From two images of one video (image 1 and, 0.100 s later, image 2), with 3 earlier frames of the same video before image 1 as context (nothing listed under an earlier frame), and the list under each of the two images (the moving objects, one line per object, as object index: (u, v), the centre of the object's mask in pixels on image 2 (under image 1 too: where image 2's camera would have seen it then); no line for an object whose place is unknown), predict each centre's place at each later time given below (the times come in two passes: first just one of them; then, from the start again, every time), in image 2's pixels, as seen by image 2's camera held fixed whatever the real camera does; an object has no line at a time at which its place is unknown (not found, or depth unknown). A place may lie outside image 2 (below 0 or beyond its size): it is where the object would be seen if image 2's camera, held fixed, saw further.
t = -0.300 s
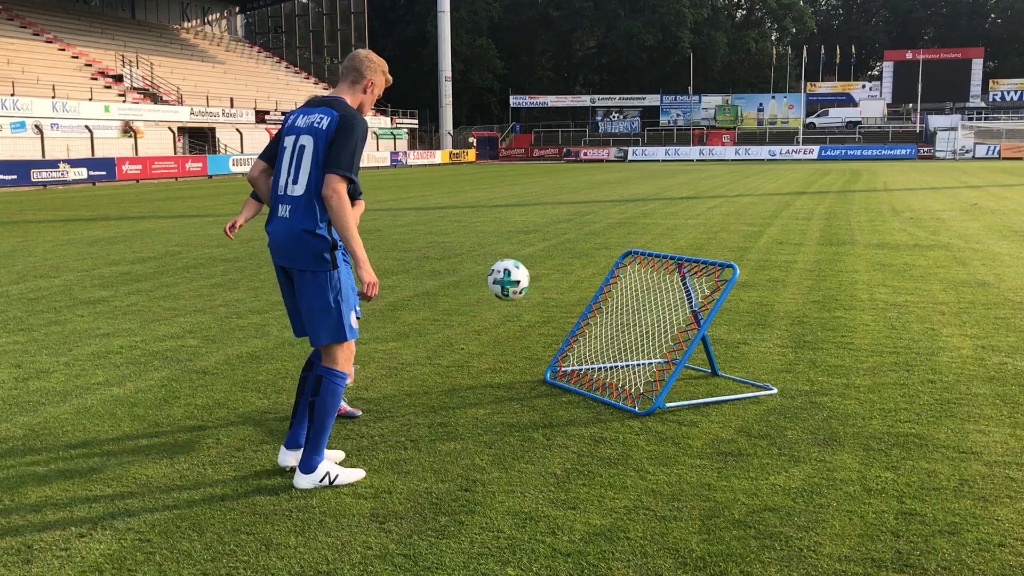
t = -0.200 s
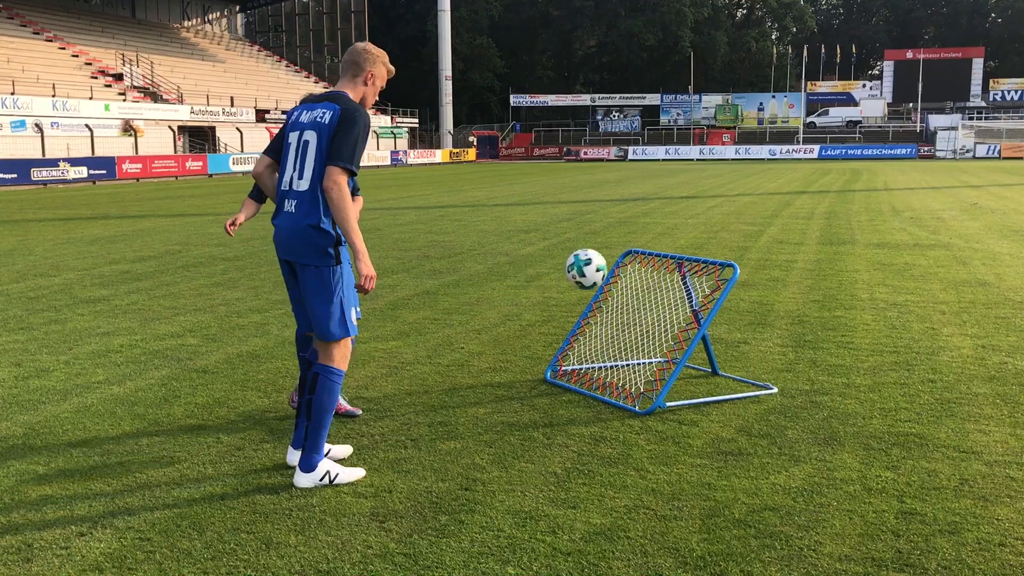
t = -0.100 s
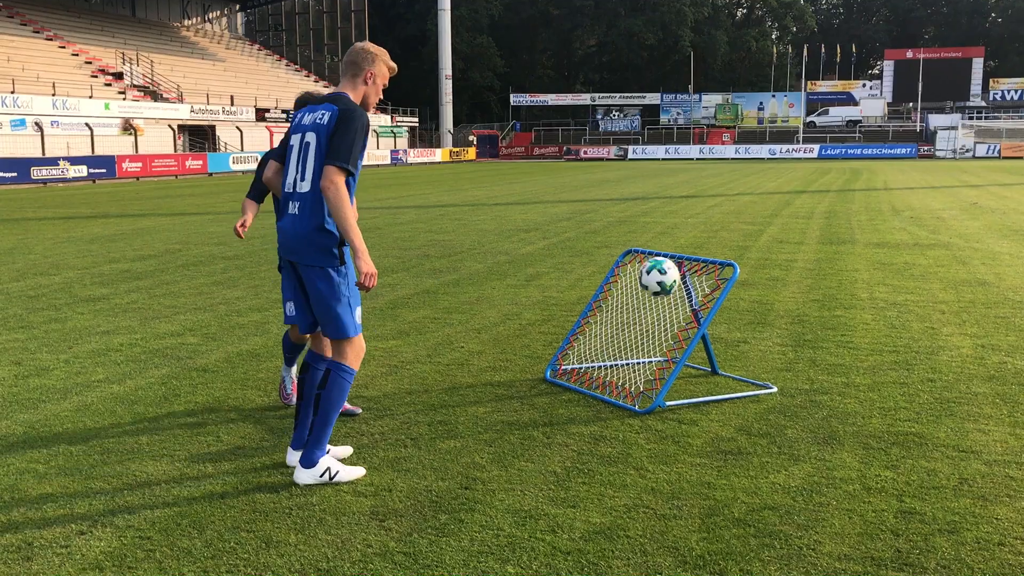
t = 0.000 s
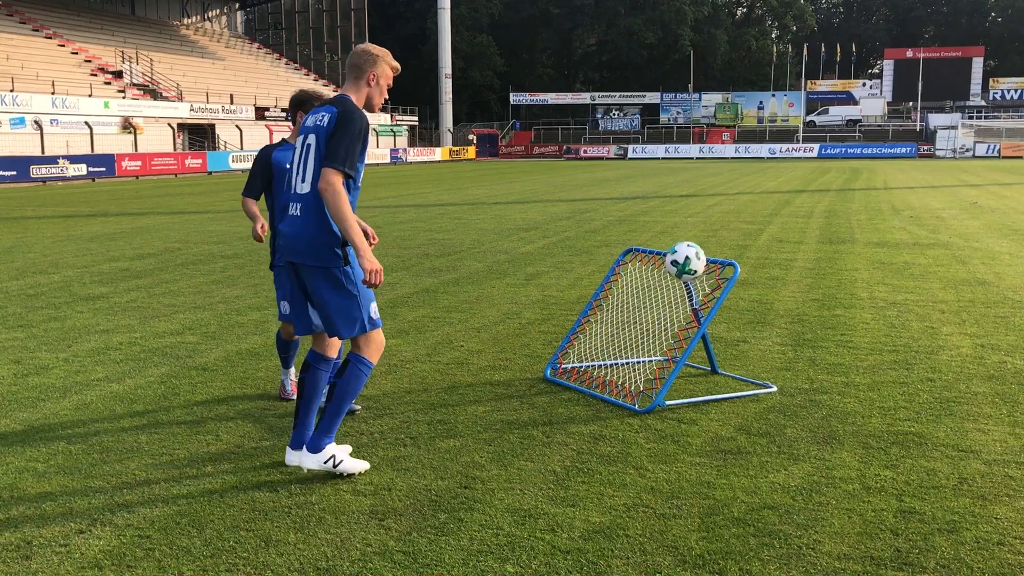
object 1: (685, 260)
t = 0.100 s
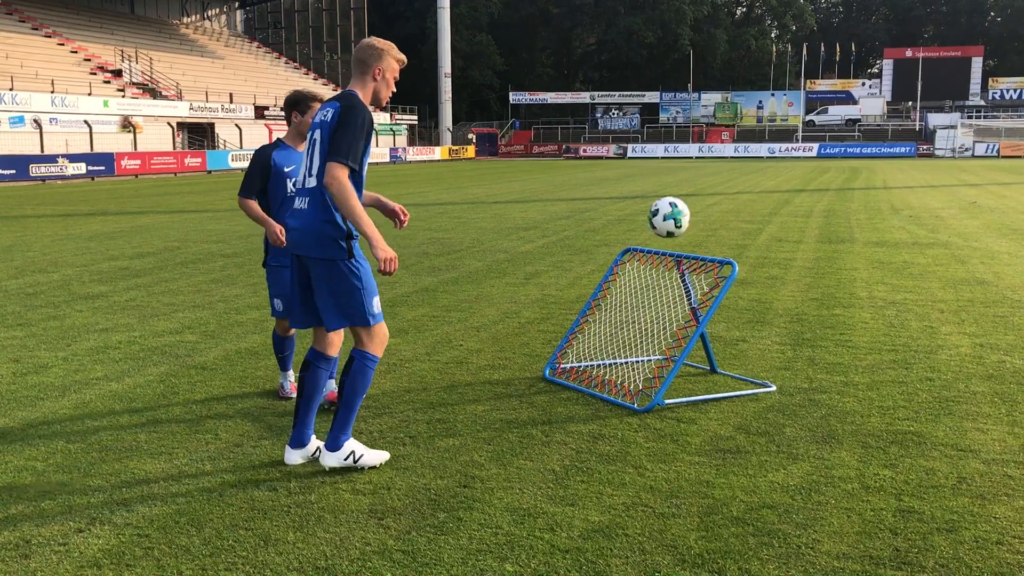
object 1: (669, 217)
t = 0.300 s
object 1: (632, 180)
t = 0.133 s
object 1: (663, 206)
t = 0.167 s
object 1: (657, 197)
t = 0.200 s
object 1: (651, 189)
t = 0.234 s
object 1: (645, 184)
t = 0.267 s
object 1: (638, 181)
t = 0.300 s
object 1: (632, 180)
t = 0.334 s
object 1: (625, 181)
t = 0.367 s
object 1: (618, 185)
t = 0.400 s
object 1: (611, 190)
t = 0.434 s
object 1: (603, 199)
